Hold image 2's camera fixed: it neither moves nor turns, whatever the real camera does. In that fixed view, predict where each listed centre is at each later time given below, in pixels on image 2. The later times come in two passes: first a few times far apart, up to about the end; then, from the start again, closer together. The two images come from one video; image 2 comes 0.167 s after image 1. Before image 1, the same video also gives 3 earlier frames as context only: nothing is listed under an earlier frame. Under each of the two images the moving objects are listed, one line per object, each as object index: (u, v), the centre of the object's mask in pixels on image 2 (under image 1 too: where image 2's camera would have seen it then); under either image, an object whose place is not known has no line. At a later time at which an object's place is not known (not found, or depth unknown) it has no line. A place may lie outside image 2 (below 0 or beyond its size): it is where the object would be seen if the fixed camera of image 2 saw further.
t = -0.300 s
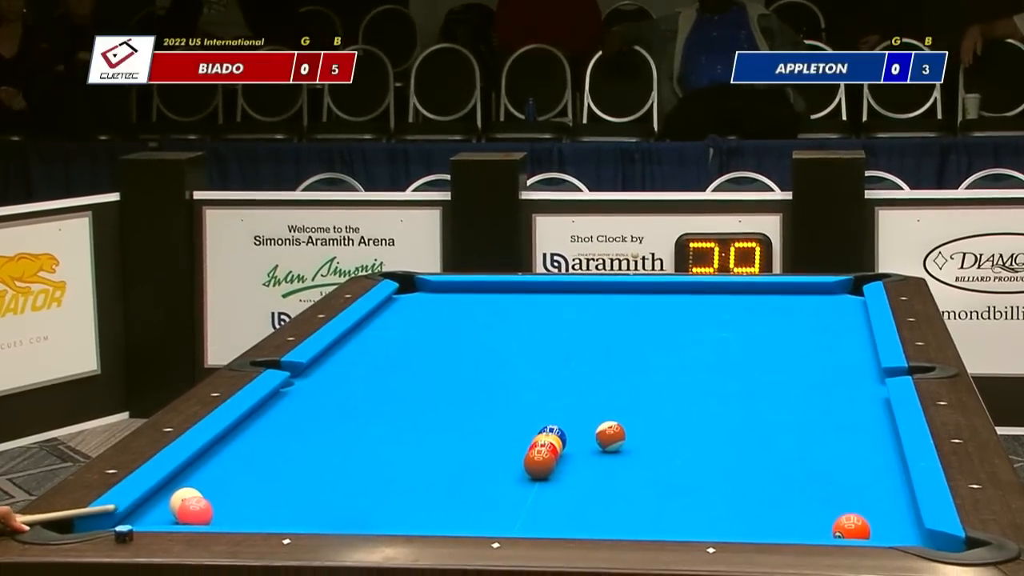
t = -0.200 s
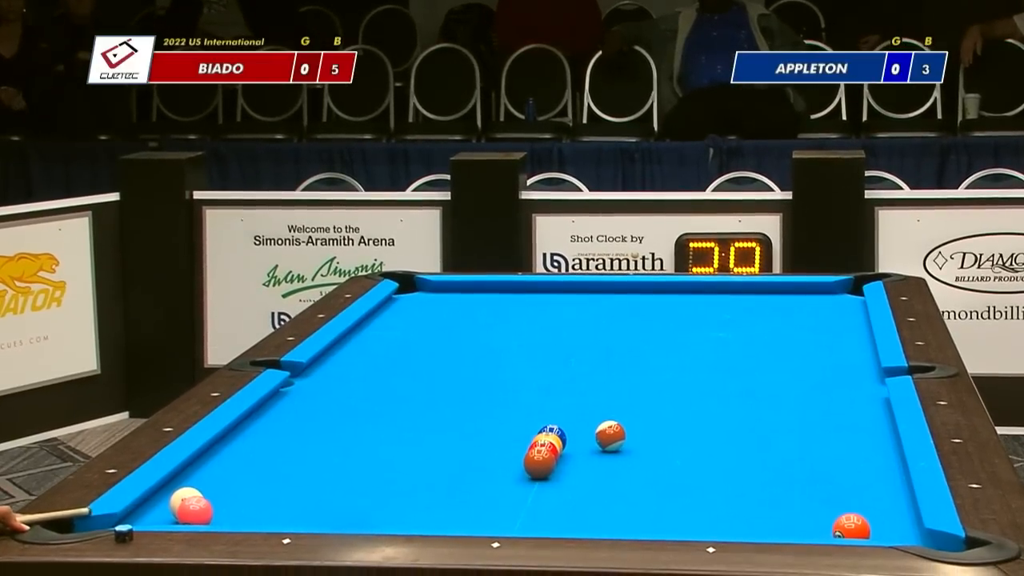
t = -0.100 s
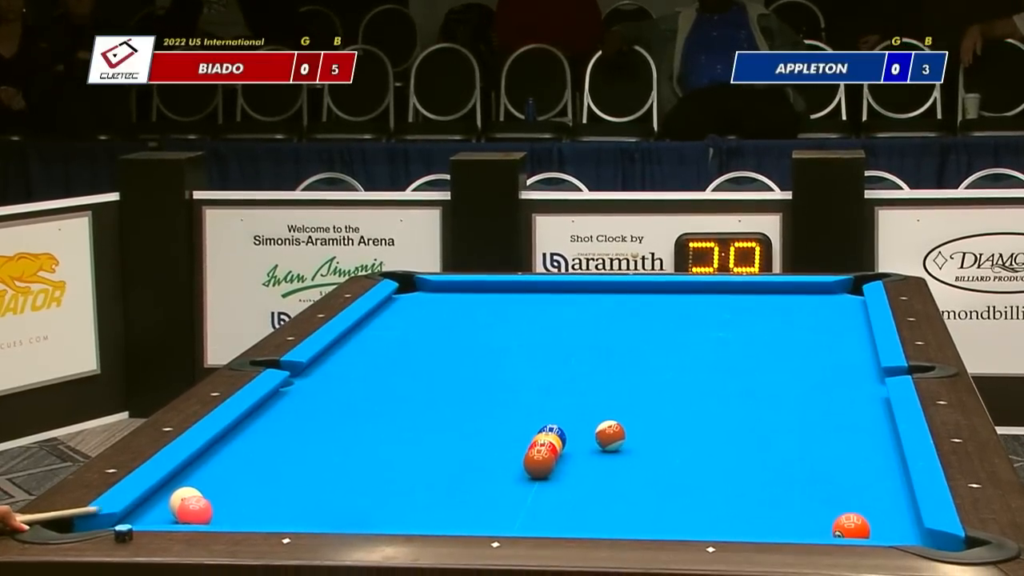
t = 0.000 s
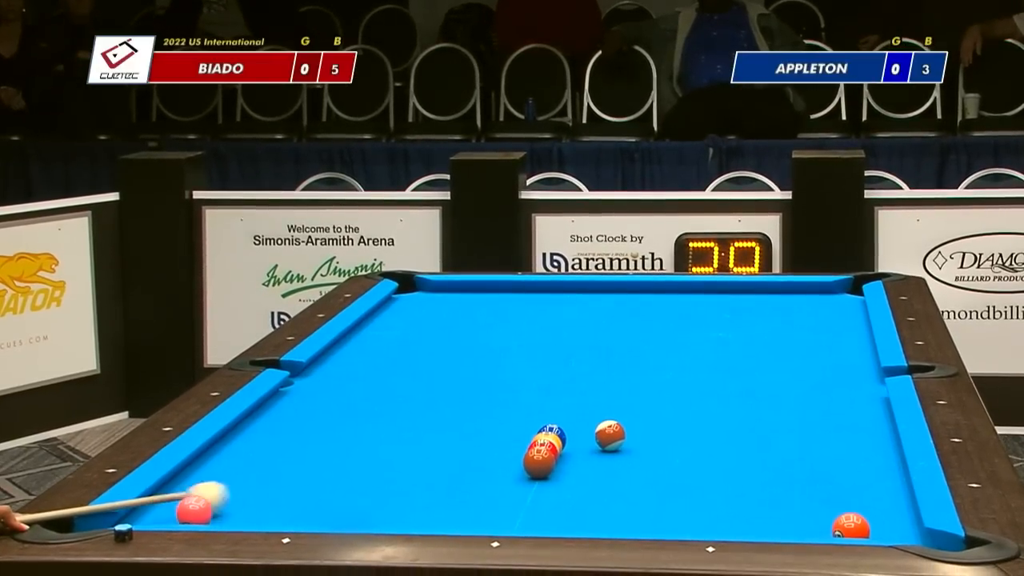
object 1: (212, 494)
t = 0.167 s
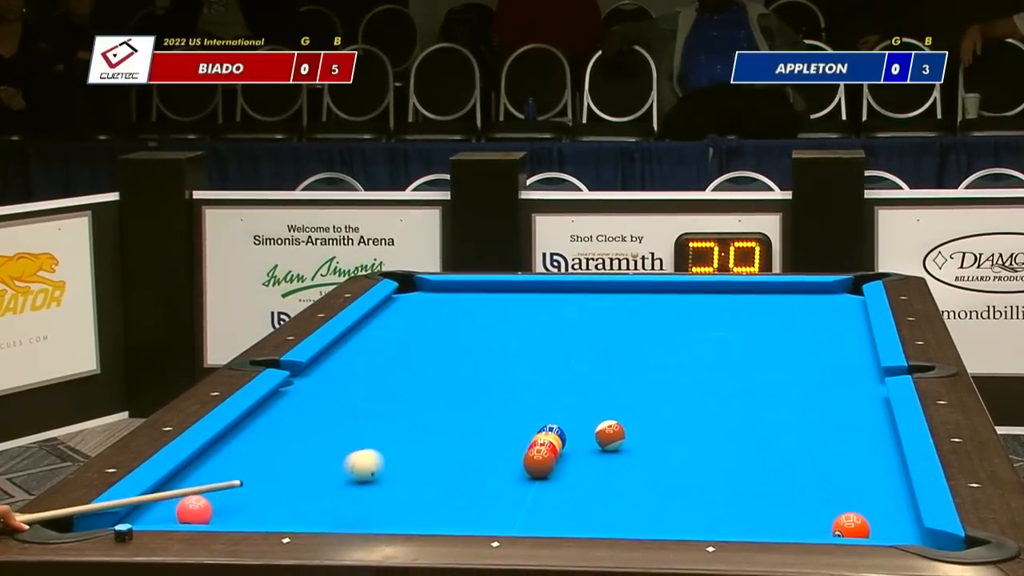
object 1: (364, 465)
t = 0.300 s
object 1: (473, 442)
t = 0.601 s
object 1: (686, 397)
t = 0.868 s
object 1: (844, 364)
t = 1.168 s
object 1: (779, 335)
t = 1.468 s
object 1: (701, 310)
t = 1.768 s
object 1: (636, 289)
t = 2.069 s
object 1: (551, 294)
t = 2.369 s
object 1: (459, 305)
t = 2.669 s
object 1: (378, 315)
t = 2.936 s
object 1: (411, 327)
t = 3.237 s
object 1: (447, 339)
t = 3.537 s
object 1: (485, 353)
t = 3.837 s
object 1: (524, 366)
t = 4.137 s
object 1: (565, 380)
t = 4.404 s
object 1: (602, 392)
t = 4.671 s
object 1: (641, 405)
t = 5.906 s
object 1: (830, 468)
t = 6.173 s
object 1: (873, 482)
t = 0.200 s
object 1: (392, 459)
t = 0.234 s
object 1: (420, 453)
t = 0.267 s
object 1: (447, 447)
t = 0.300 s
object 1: (473, 442)
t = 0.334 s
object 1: (499, 436)
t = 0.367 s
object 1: (523, 430)
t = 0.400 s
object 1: (549, 420)
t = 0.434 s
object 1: (573, 420)
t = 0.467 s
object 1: (595, 414)
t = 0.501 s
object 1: (620, 409)
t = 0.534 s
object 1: (642, 406)
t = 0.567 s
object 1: (664, 401)
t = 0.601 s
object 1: (686, 397)
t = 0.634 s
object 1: (707, 393)
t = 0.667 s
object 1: (728, 388)
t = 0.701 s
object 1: (748, 384)
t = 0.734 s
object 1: (768, 380)
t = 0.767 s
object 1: (788, 376)
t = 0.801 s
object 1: (807, 372)
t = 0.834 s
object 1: (826, 368)
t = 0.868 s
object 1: (844, 364)
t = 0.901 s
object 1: (863, 361)
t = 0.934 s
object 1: (858, 357)
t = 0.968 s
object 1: (844, 354)
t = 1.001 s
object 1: (831, 350)
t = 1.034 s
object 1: (819, 347)
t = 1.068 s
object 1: (808, 344)
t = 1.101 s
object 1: (798, 340)
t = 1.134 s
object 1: (789, 337)
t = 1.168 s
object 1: (779, 335)
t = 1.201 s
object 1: (770, 331)
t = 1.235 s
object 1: (760, 328)
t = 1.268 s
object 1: (751, 325)
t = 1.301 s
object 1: (743, 323)
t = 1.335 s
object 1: (734, 320)
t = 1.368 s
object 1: (726, 318)
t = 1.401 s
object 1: (717, 315)
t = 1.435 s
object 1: (709, 312)
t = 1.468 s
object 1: (701, 310)
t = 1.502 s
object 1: (694, 307)
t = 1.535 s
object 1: (686, 305)
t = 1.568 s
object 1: (678, 302)
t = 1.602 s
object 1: (671, 300)
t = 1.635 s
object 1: (663, 297)
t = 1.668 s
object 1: (657, 295)
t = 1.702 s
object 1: (649, 293)
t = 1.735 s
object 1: (642, 291)
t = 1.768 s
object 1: (636, 289)
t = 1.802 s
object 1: (629, 286)
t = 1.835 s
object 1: (622, 285)
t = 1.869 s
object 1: (611, 287)
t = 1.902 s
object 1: (601, 288)
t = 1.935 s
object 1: (591, 289)
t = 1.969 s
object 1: (581, 290)
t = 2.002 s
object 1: (571, 291)
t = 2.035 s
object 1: (561, 292)
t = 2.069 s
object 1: (551, 294)
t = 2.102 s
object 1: (541, 295)
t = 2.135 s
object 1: (531, 296)
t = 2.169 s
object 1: (521, 297)
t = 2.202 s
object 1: (511, 298)
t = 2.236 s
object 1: (501, 300)
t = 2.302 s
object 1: (480, 302)
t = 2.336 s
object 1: (470, 303)
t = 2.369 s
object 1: (459, 305)
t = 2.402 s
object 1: (449, 306)
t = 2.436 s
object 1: (440, 307)
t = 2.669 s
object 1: (378, 315)
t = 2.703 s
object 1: (383, 317)
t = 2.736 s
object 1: (388, 319)
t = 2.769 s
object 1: (391, 320)
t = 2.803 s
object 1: (395, 321)
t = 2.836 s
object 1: (399, 323)
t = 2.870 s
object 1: (403, 324)
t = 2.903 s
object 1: (407, 325)
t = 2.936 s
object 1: (411, 327)
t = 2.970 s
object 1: (415, 328)
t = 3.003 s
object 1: (419, 330)
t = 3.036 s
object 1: (423, 331)
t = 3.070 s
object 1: (427, 333)
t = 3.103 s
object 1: (431, 334)
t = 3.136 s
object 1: (435, 335)
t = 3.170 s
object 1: (439, 337)
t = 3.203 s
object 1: (443, 338)
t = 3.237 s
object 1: (447, 339)
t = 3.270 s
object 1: (451, 341)
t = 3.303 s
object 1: (455, 342)
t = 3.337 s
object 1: (459, 344)
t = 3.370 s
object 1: (464, 345)
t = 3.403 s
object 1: (468, 347)
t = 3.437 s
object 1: (472, 348)
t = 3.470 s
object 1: (476, 350)
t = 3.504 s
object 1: (481, 351)
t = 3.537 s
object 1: (485, 353)
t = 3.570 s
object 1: (489, 354)
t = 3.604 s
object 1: (493, 355)
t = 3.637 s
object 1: (498, 357)
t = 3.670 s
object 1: (502, 358)
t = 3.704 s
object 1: (506, 360)
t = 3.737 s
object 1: (511, 361)
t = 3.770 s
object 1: (515, 362)
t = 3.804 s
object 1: (520, 364)
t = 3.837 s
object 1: (524, 366)
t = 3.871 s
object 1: (528, 367)
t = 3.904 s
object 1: (533, 369)
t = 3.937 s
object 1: (538, 370)
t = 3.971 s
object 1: (542, 372)
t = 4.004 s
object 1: (547, 373)
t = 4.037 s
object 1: (551, 375)
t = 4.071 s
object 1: (556, 376)
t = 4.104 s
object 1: (561, 378)
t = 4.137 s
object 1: (565, 380)
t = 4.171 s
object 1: (569, 381)
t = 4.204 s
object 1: (574, 383)
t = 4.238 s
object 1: (579, 384)
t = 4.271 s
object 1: (583, 386)
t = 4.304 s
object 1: (588, 388)
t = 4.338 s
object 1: (593, 389)
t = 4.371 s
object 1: (597, 391)
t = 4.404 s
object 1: (602, 392)
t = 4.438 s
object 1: (607, 394)
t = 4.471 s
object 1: (612, 395)
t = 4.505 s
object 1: (616, 397)
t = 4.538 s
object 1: (621, 398)
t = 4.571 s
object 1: (626, 400)
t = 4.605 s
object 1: (631, 402)
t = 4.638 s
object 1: (636, 403)
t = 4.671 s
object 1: (641, 405)
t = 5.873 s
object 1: (825, 466)
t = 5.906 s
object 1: (830, 468)
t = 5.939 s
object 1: (835, 469)
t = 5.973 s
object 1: (841, 471)
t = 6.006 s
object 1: (846, 473)
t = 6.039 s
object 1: (851, 475)
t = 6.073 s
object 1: (856, 476)
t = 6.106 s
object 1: (862, 478)
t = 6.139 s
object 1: (867, 480)
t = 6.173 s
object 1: (873, 482)
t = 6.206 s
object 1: (878, 483)
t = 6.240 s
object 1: (884, 485)
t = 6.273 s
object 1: (889, 487)
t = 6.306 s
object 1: (894, 489)
